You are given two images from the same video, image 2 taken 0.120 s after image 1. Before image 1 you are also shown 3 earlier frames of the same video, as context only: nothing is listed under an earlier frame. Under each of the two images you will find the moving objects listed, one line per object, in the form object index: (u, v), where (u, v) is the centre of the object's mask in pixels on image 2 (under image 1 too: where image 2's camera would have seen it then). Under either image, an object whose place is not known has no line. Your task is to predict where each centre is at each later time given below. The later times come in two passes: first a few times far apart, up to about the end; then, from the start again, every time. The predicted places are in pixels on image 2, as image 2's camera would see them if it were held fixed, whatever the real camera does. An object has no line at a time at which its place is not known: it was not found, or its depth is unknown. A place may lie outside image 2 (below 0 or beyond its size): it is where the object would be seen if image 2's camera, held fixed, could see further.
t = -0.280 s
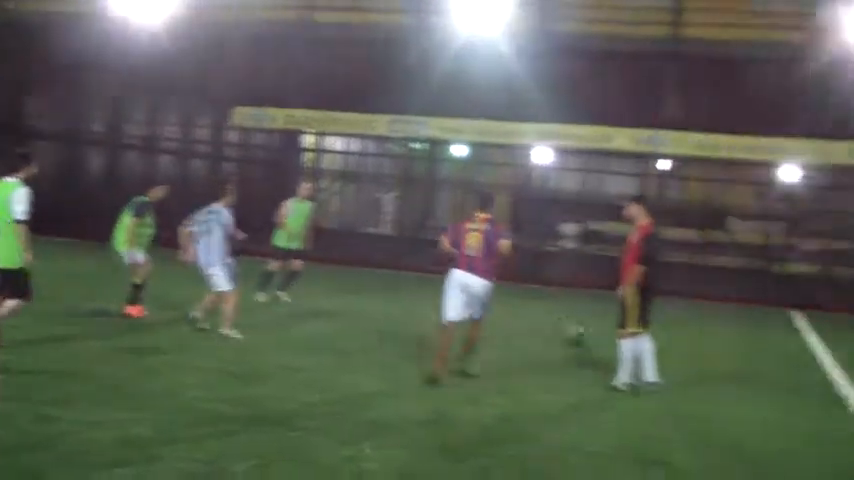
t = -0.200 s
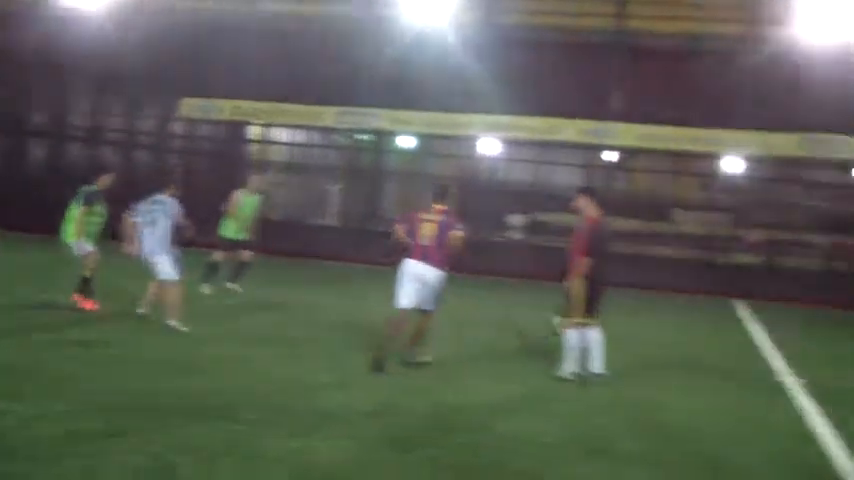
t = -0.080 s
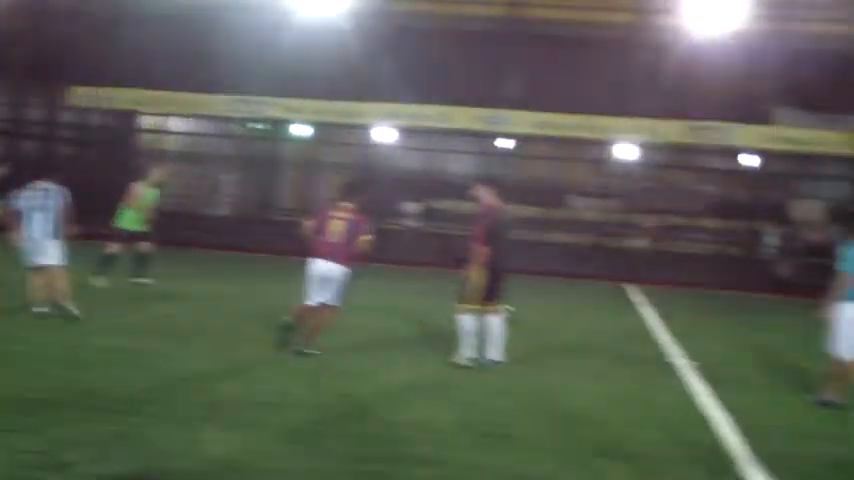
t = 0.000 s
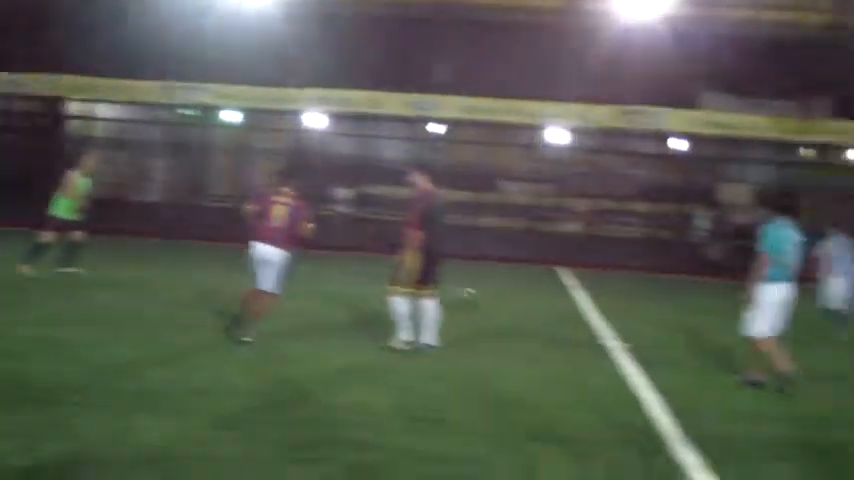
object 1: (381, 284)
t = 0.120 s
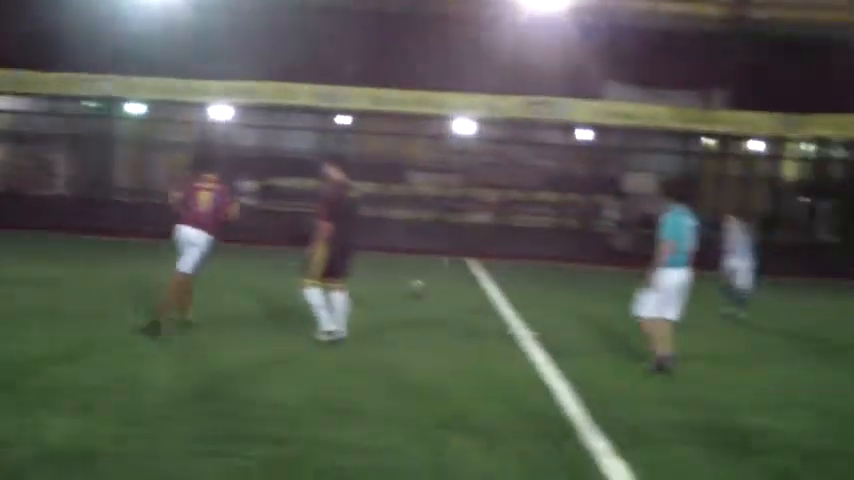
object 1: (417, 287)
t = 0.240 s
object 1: (449, 286)
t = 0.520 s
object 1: (518, 283)
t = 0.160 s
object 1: (428, 287)
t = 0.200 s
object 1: (439, 287)
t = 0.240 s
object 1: (449, 286)
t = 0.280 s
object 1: (460, 285)
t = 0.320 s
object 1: (469, 285)
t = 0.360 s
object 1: (483, 286)
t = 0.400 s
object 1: (490, 287)
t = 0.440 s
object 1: (499, 284)
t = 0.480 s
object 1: (505, 280)
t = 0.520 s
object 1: (518, 283)
